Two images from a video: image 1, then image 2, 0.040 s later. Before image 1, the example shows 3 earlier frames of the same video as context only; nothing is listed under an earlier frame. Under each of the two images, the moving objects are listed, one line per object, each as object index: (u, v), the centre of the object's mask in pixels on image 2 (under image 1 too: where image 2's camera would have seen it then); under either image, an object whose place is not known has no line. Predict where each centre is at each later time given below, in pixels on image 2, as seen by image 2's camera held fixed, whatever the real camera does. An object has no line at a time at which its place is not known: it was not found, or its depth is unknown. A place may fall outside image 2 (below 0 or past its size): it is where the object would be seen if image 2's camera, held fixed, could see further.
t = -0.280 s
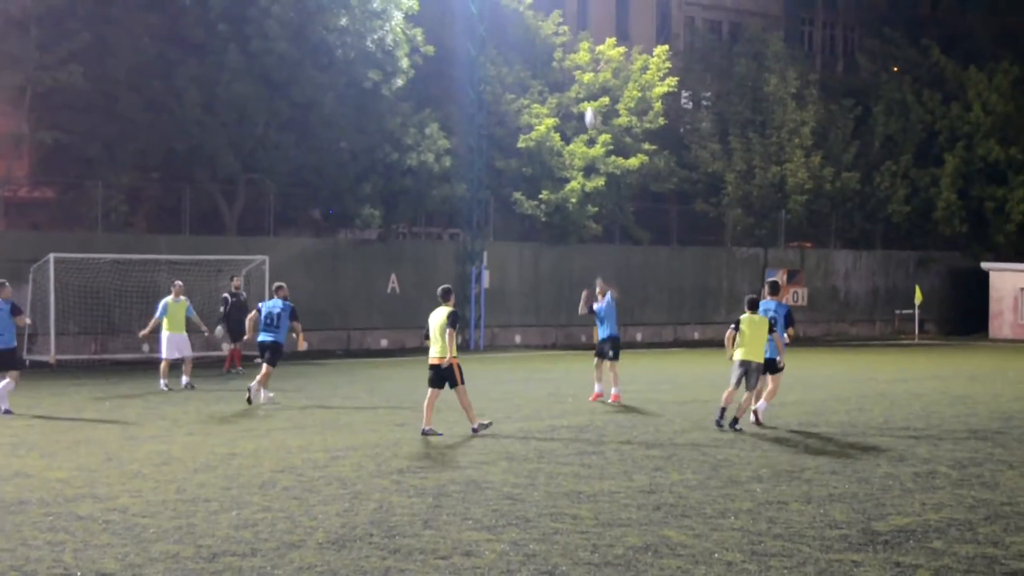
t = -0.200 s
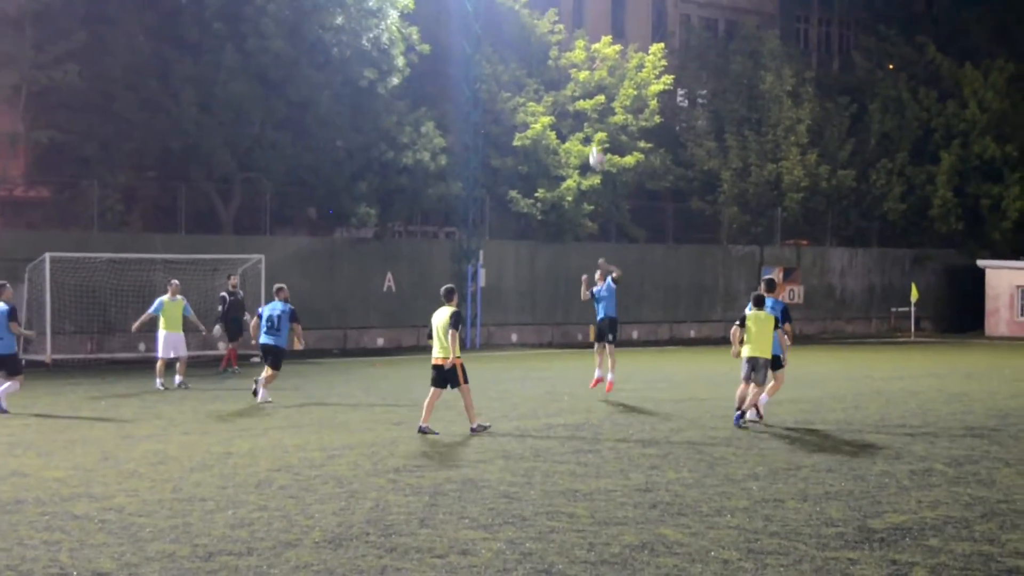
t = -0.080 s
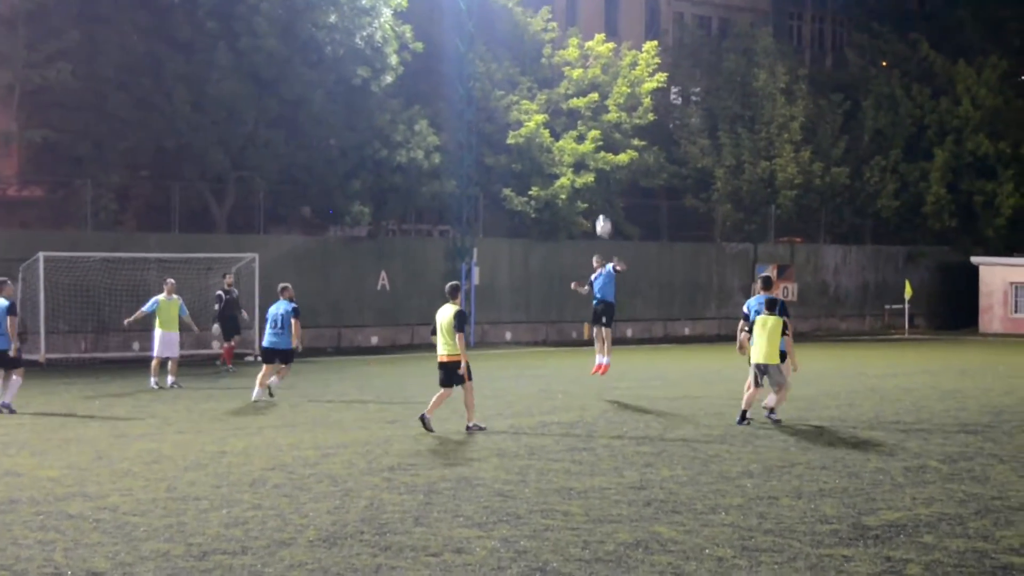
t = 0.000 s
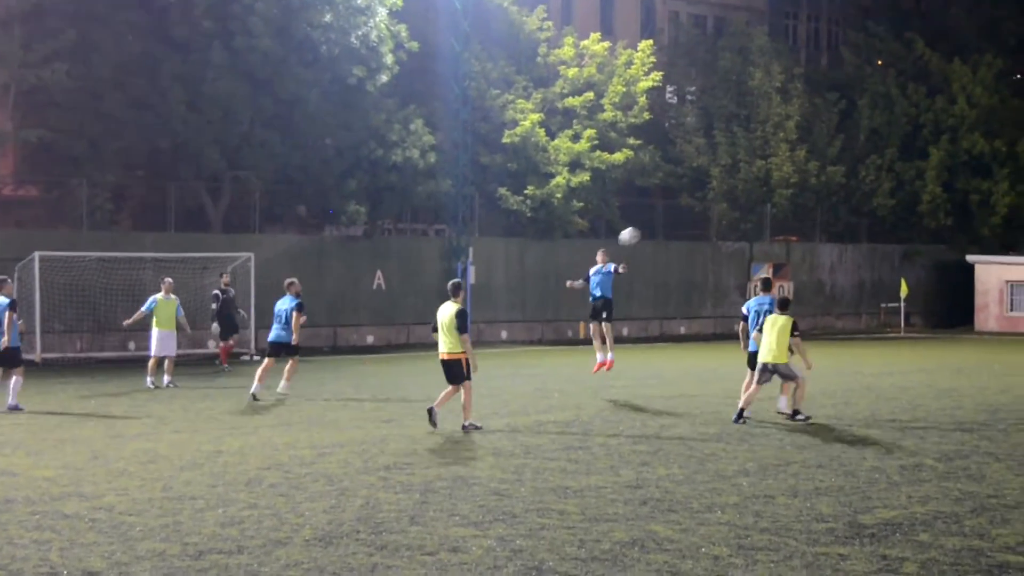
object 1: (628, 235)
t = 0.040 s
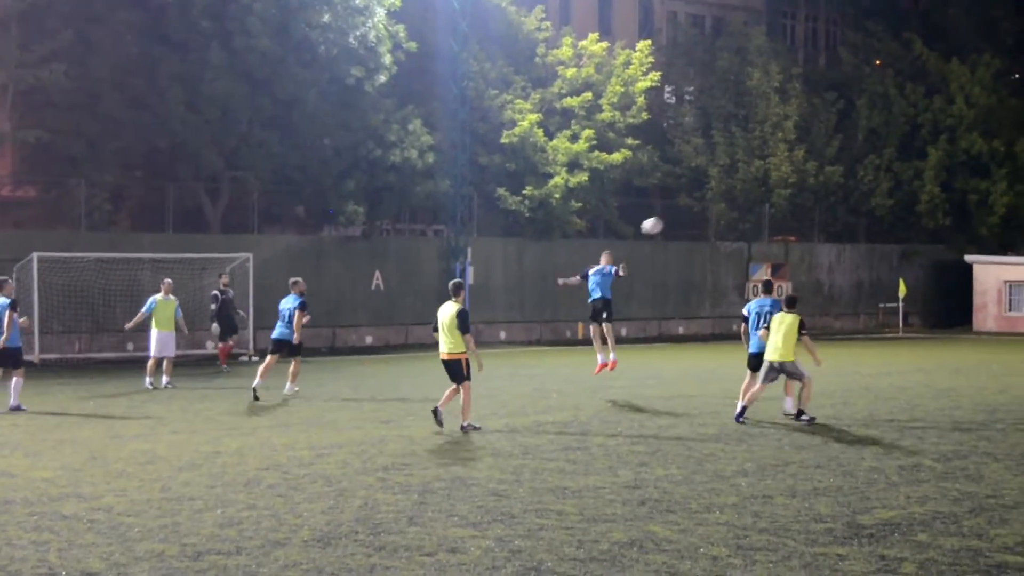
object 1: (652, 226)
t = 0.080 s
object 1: (675, 216)
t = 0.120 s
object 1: (699, 208)
